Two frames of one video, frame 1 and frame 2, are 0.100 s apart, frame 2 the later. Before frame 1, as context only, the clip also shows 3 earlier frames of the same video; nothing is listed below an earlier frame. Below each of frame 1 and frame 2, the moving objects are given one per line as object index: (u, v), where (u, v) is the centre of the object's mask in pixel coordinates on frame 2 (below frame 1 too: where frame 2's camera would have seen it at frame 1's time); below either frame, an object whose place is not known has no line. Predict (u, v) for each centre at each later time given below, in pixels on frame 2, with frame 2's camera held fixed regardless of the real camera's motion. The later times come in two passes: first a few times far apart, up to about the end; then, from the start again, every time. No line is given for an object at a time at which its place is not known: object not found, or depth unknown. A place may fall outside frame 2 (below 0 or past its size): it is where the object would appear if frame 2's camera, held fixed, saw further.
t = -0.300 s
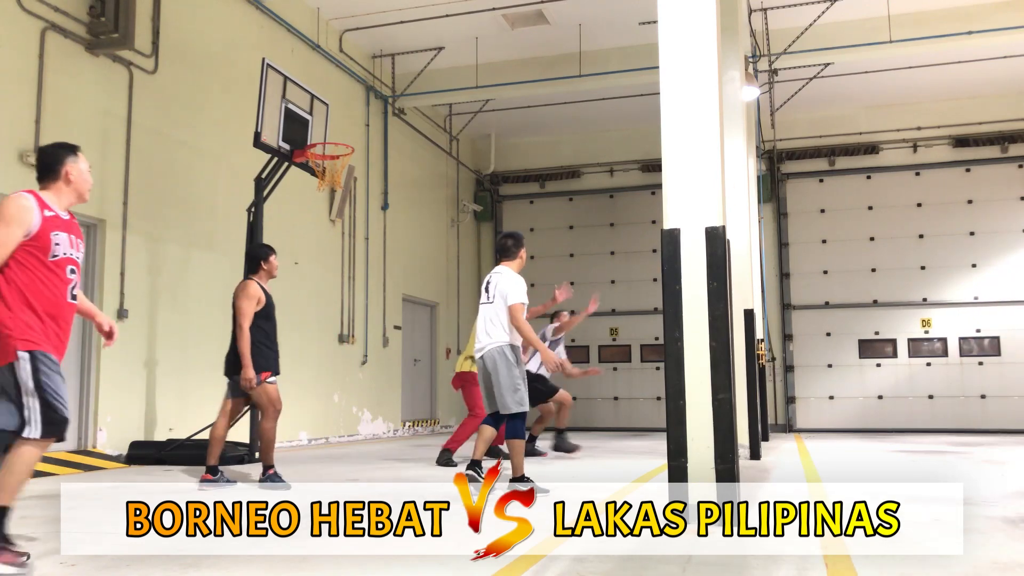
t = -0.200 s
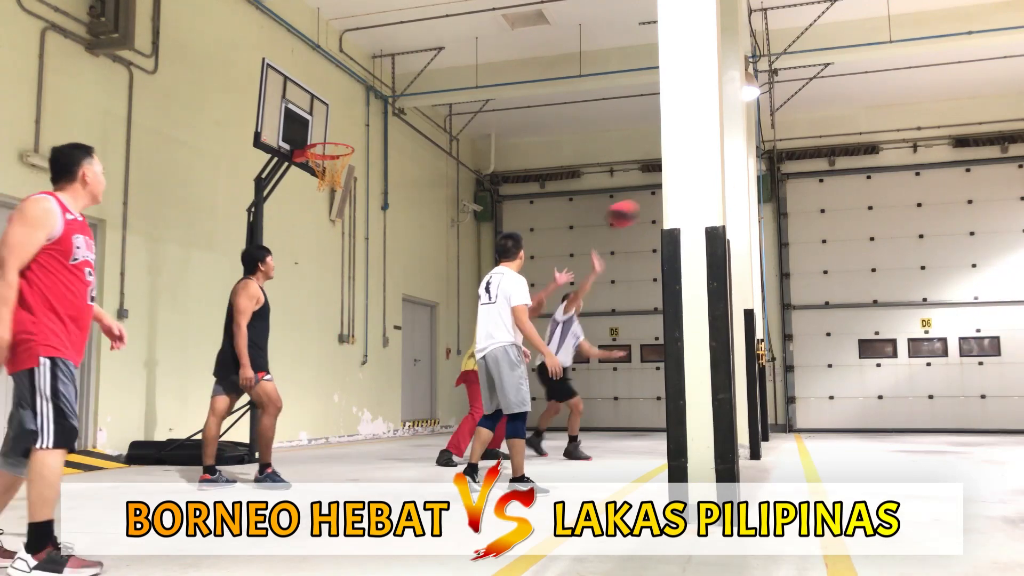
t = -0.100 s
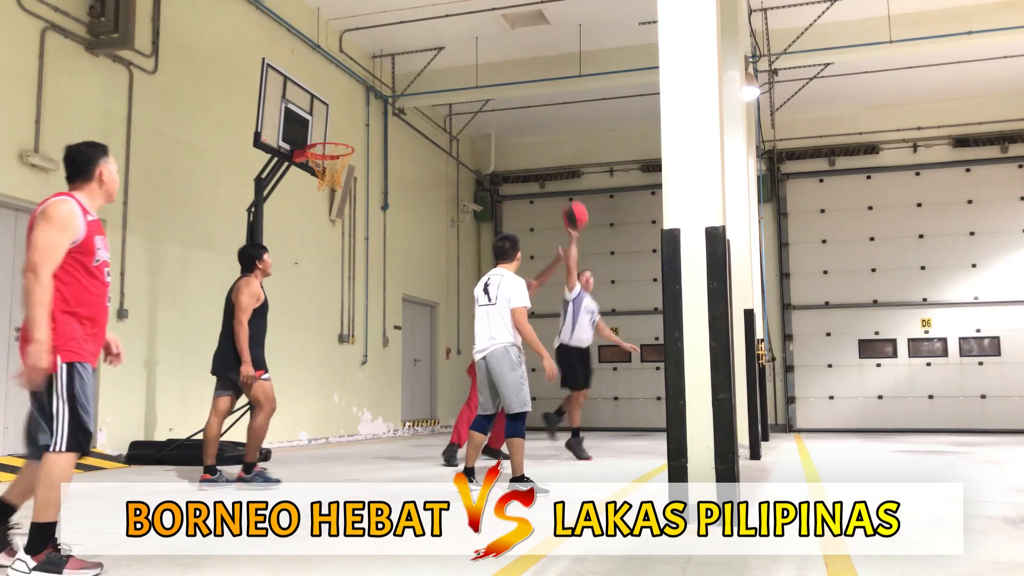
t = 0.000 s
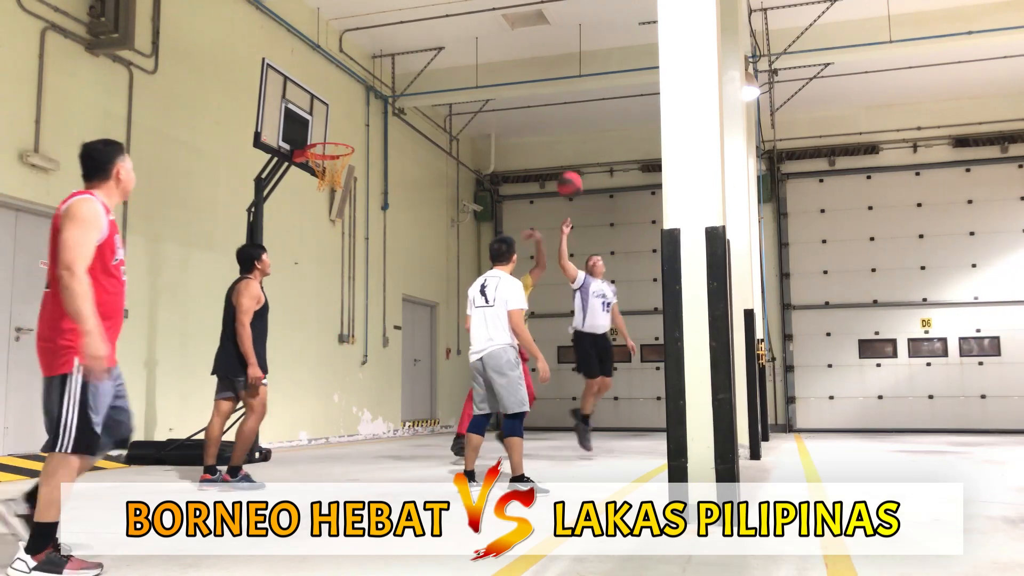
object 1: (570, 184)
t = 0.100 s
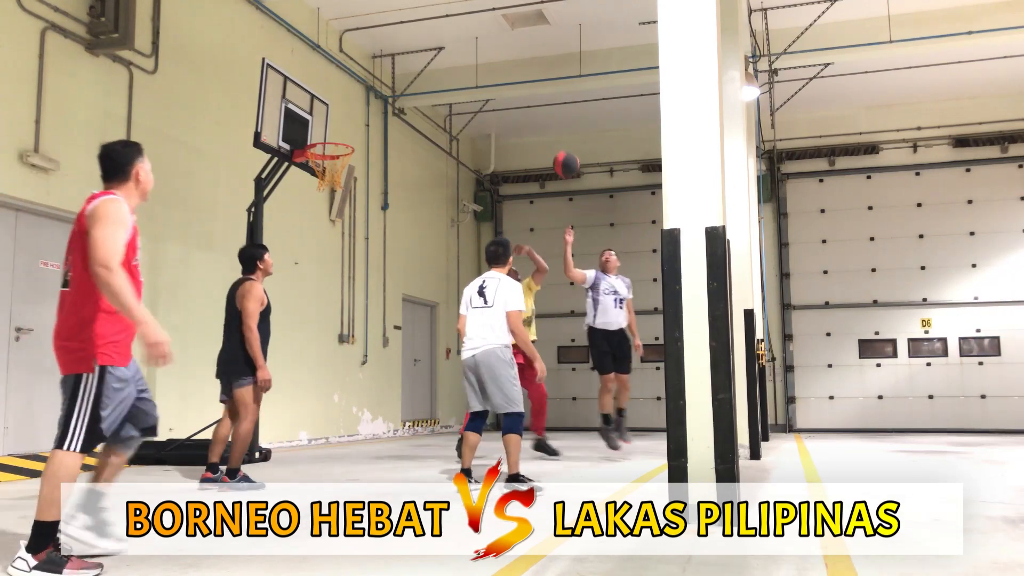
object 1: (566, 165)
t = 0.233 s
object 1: (560, 152)
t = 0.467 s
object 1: (551, 174)
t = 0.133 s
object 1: (565, 160)
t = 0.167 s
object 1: (563, 156)
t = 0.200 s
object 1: (562, 153)
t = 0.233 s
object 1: (560, 152)
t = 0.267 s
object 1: (559, 151)
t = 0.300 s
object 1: (558, 152)
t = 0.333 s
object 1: (557, 153)
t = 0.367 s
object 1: (555, 156)
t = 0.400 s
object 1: (553, 159)
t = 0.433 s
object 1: (552, 167)
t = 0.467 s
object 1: (551, 174)
